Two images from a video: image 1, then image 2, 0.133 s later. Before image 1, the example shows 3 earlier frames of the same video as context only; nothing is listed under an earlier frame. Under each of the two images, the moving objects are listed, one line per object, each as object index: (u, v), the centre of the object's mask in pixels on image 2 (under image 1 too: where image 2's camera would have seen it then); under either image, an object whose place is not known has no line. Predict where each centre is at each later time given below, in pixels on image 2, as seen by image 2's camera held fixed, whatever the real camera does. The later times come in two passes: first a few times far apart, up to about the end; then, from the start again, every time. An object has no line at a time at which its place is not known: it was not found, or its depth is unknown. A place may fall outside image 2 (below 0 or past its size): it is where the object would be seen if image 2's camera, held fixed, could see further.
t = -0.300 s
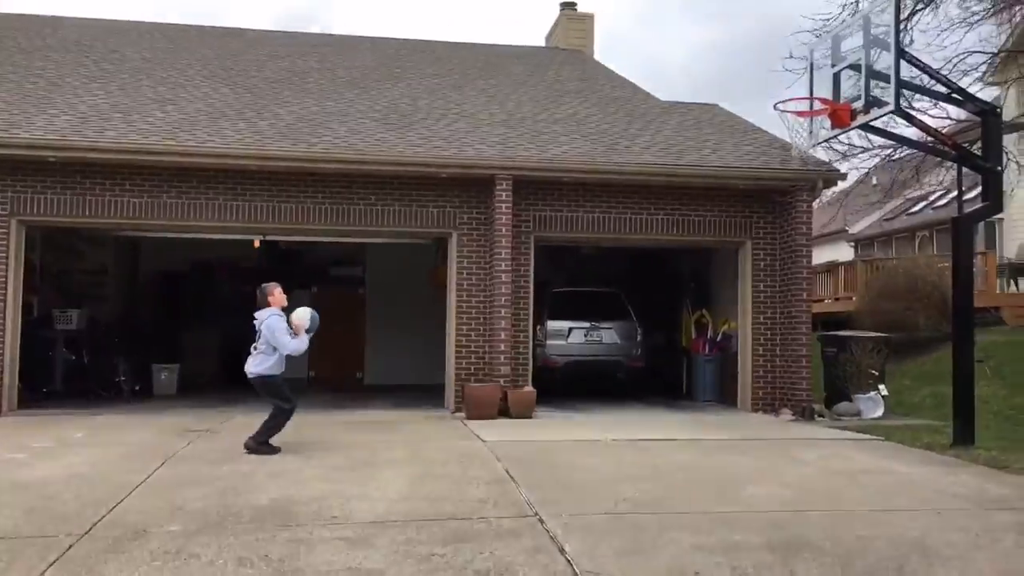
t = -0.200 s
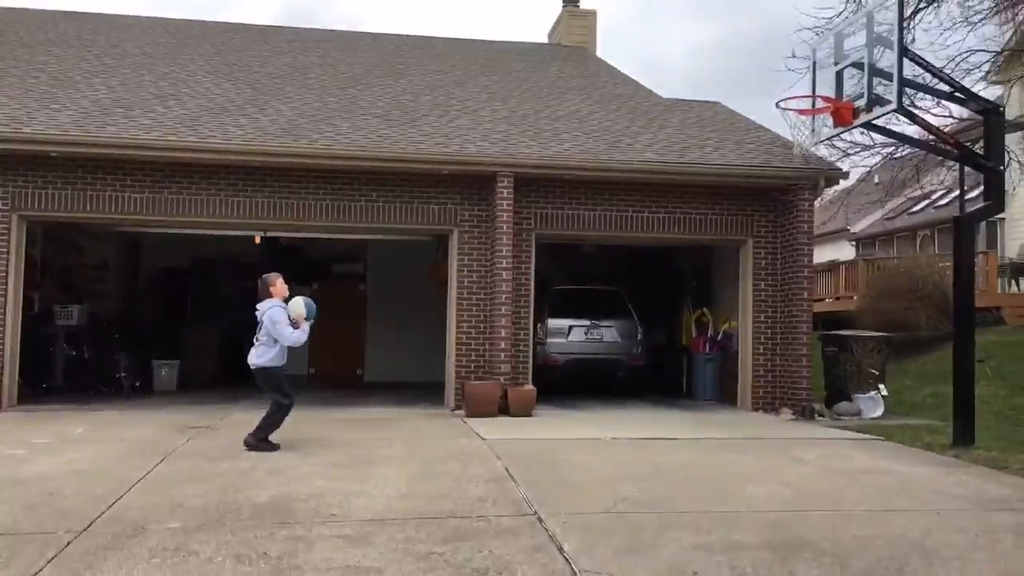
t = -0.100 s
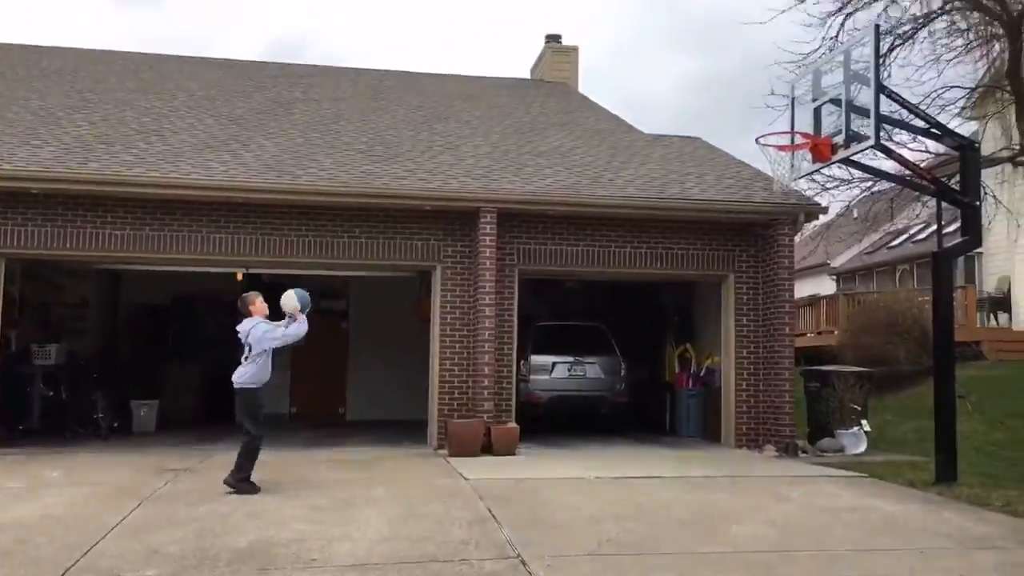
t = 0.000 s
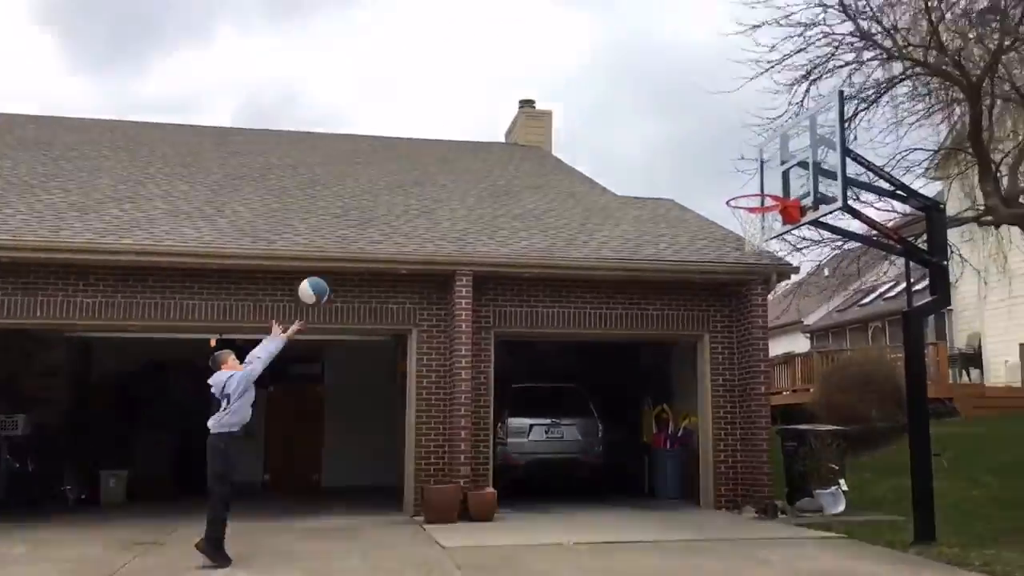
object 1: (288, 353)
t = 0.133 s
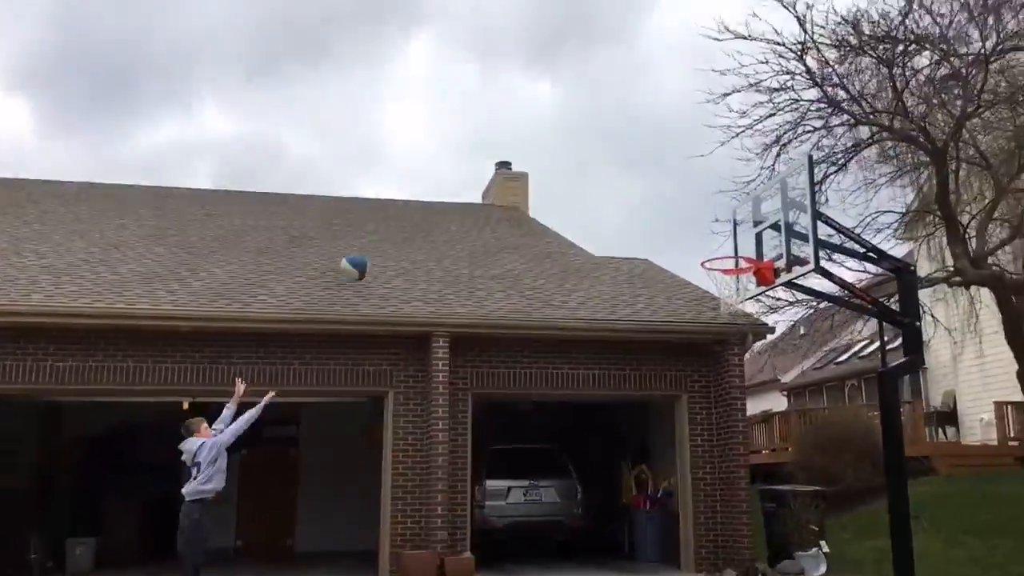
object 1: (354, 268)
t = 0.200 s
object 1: (385, 234)
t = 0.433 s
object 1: (486, 160)
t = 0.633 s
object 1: (572, 143)
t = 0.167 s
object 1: (370, 249)
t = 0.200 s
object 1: (385, 234)
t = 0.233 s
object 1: (402, 219)
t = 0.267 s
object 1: (417, 205)
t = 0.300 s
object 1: (430, 195)
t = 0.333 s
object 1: (444, 186)
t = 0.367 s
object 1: (458, 176)
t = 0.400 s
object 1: (472, 166)
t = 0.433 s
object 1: (486, 160)
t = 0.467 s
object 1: (501, 153)
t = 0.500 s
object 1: (515, 149)
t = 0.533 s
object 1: (529, 146)
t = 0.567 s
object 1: (544, 144)
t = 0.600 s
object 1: (558, 143)
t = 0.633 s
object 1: (572, 143)
